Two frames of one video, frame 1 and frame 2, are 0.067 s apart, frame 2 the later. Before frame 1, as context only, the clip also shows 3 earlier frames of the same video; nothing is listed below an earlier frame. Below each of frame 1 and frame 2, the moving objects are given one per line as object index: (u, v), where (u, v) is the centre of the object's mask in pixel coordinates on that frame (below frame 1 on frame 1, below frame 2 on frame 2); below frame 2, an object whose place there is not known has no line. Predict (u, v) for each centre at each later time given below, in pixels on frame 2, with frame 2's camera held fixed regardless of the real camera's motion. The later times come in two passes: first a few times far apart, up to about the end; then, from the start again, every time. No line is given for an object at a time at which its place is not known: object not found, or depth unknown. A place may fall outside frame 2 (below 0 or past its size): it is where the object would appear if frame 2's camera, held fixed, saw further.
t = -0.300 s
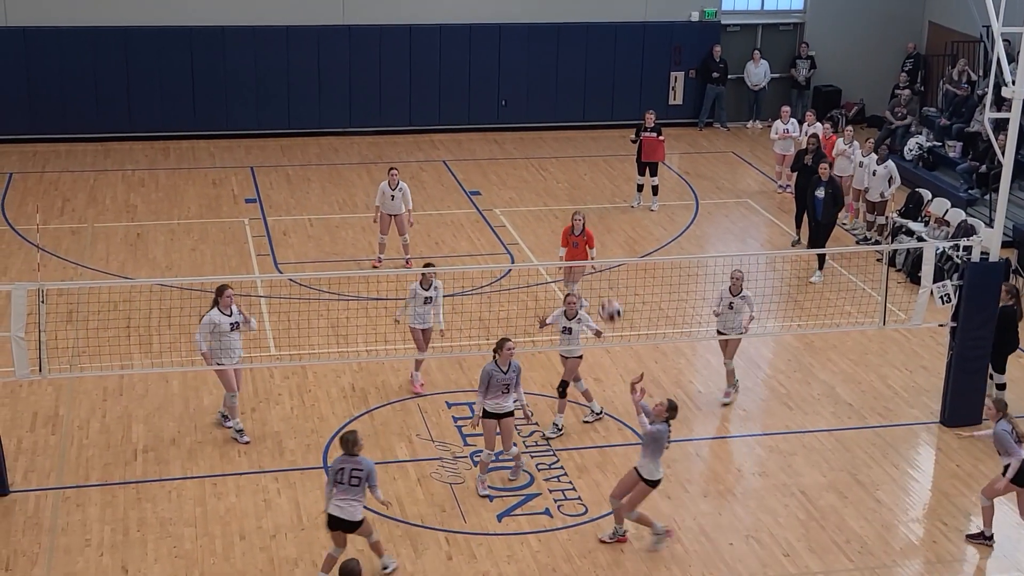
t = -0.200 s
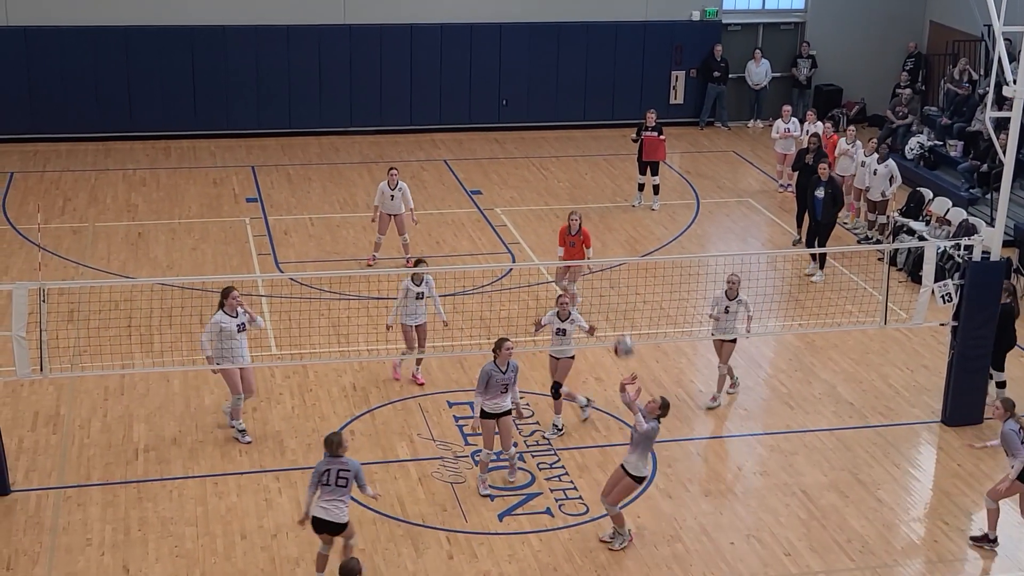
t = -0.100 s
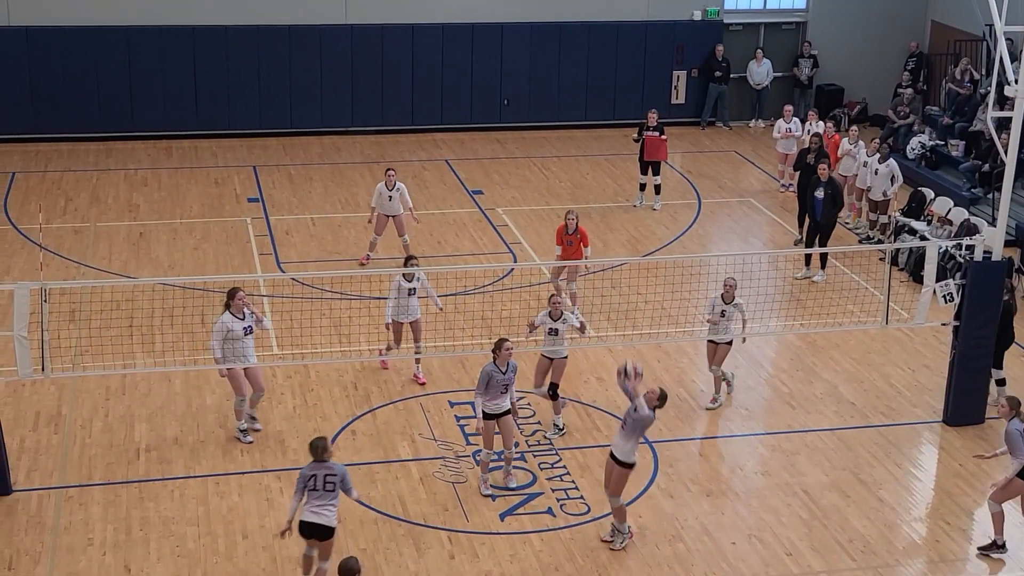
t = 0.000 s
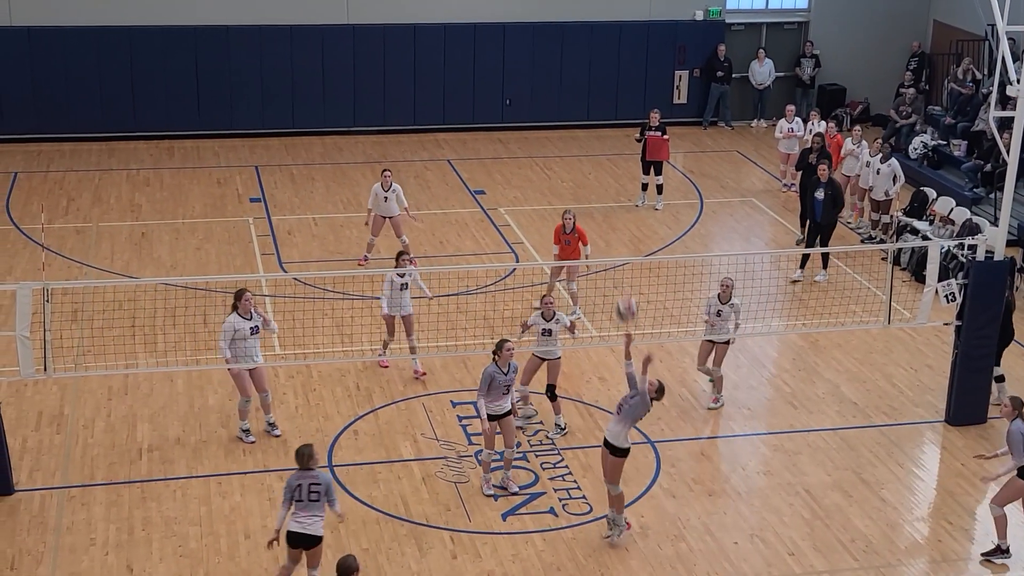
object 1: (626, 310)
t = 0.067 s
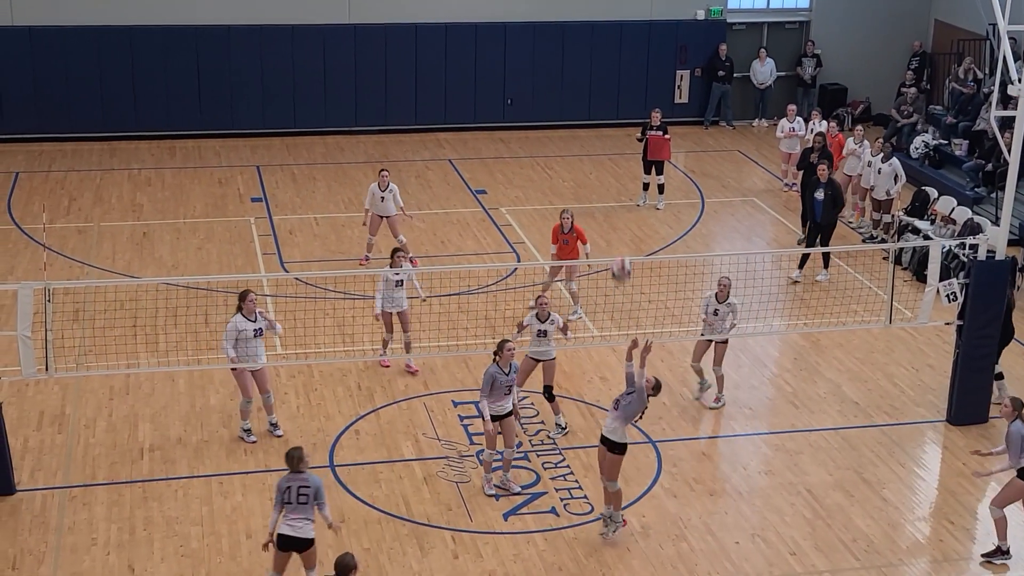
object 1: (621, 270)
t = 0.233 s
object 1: (601, 187)
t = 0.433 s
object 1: (574, 122)
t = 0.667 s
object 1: (540, 103)
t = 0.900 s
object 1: (503, 145)
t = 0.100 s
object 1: (617, 250)
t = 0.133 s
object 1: (613, 234)
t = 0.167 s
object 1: (609, 217)
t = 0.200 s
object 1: (605, 202)
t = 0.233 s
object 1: (601, 187)
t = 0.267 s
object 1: (596, 172)
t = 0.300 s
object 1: (592, 161)
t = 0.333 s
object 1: (588, 149)
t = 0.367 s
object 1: (583, 139)
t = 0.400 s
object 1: (578, 130)
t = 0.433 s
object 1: (574, 122)
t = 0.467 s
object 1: (569, 116)
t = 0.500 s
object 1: (564, 111)
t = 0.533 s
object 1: (560, 107)
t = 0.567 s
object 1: (555, 104)
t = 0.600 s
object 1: (550, 102)
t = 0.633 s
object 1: (545, 102)
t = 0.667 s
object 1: (540, 103)
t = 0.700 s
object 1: (535, 105)
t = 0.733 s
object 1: (529, 108)
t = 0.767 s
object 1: (524, 114)
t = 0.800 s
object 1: (519, 119)
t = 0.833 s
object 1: (514, 126)
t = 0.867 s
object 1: (509, 135)
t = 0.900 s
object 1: (503, 145)
